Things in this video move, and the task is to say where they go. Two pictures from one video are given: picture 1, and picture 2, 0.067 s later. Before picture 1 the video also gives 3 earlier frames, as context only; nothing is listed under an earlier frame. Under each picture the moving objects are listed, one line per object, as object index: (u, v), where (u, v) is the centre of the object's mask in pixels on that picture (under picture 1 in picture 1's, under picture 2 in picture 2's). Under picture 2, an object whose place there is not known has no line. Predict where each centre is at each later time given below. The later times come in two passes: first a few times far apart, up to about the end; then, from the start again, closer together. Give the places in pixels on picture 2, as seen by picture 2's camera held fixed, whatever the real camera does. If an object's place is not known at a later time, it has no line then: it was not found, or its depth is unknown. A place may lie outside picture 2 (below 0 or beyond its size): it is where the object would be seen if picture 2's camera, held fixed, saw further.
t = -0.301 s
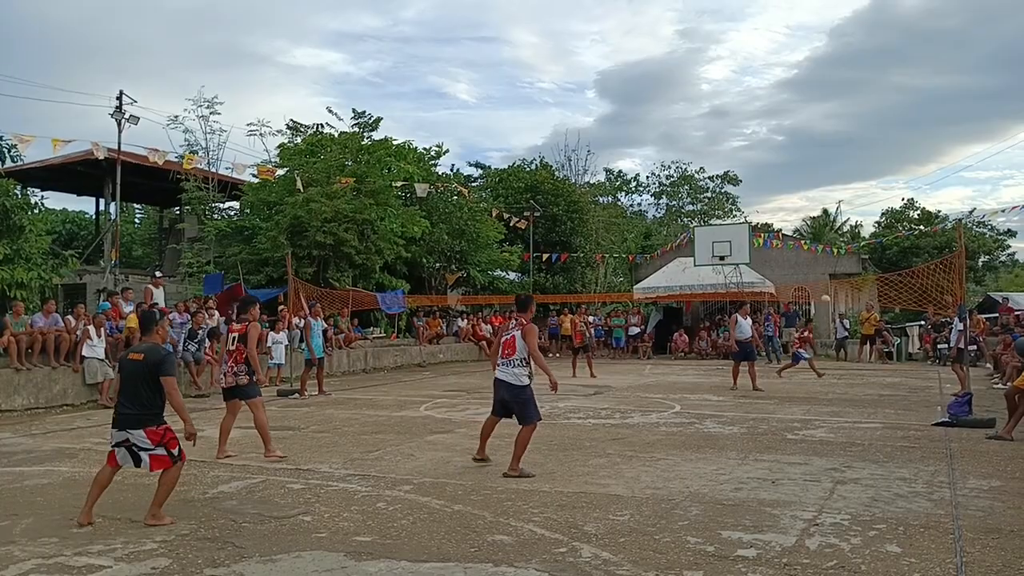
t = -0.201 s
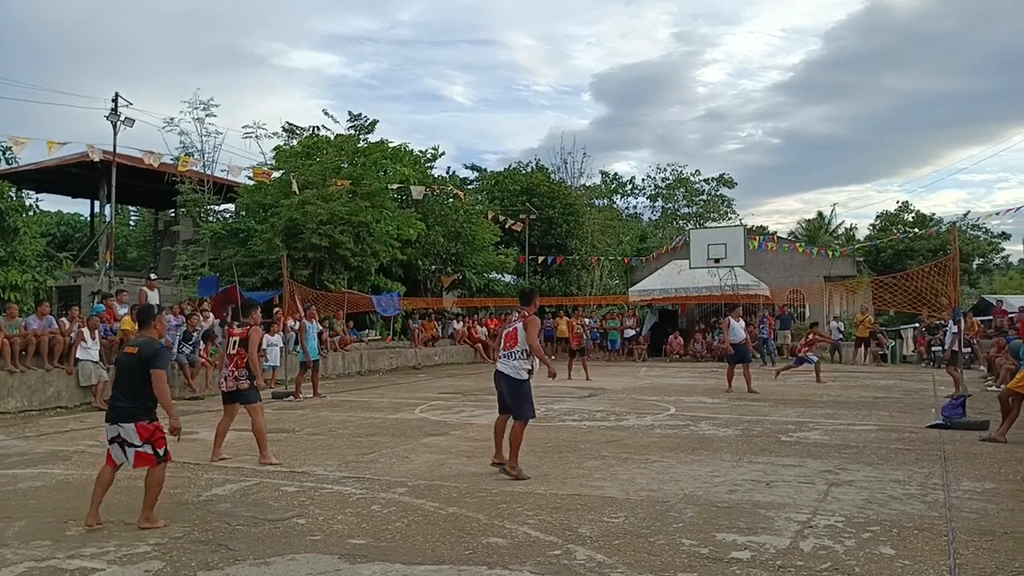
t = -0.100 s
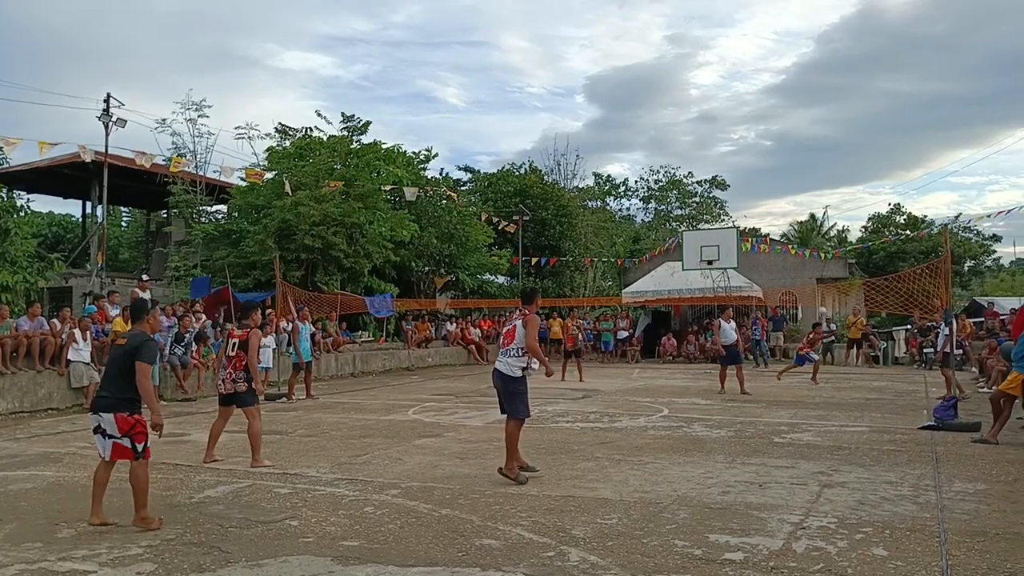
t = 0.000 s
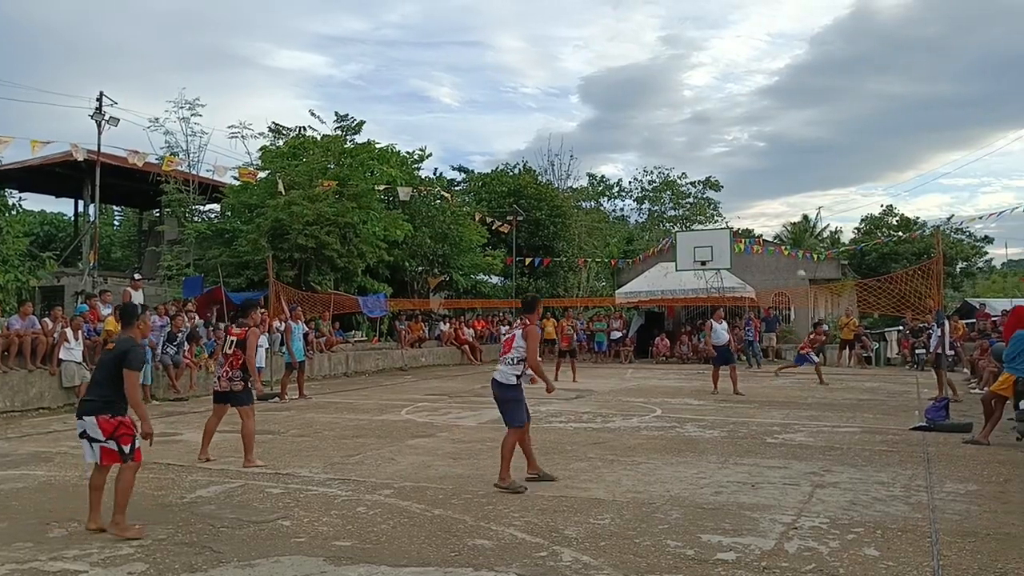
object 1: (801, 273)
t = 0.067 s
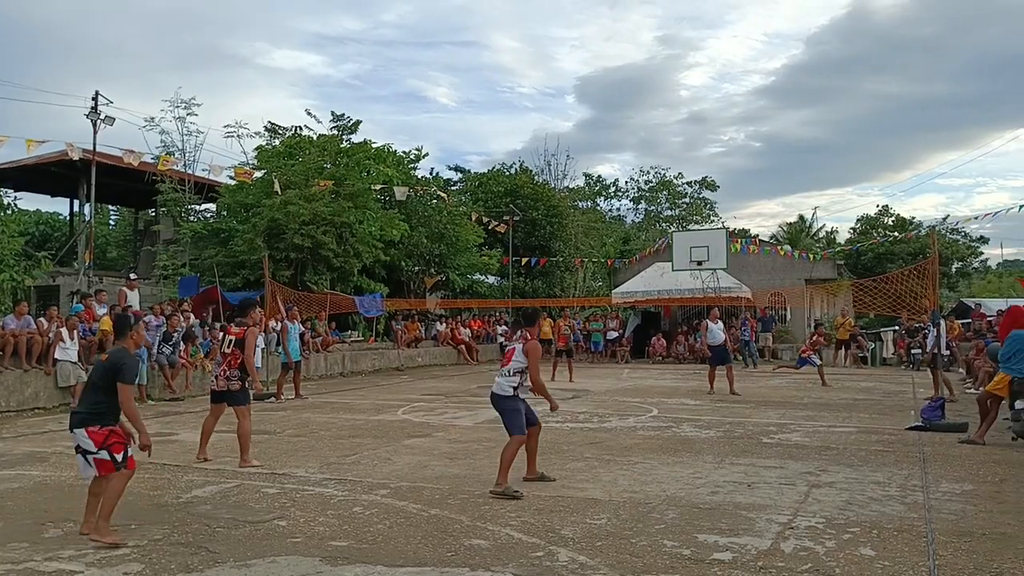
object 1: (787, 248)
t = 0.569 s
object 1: (688, 100)
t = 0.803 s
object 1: (622, 63)
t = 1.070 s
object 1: (517, 68)
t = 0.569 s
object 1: (688, 100)
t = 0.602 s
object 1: (680, 93)
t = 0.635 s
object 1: (672, 87)
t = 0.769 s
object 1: (633, 66)
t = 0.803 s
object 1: (622, 63)
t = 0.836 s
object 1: (612, 60)
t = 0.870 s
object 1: (600, 58)
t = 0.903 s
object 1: (588, 57)
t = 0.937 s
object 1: (575, 57)
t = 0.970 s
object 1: (561, 58)
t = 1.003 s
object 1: (548, 60)
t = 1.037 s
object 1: (533, 63)
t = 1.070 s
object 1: (517, 68)
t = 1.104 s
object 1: (500, 74)
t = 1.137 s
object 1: (482, 82)
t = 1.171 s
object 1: (464, 91)
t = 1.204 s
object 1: (444, 101)
